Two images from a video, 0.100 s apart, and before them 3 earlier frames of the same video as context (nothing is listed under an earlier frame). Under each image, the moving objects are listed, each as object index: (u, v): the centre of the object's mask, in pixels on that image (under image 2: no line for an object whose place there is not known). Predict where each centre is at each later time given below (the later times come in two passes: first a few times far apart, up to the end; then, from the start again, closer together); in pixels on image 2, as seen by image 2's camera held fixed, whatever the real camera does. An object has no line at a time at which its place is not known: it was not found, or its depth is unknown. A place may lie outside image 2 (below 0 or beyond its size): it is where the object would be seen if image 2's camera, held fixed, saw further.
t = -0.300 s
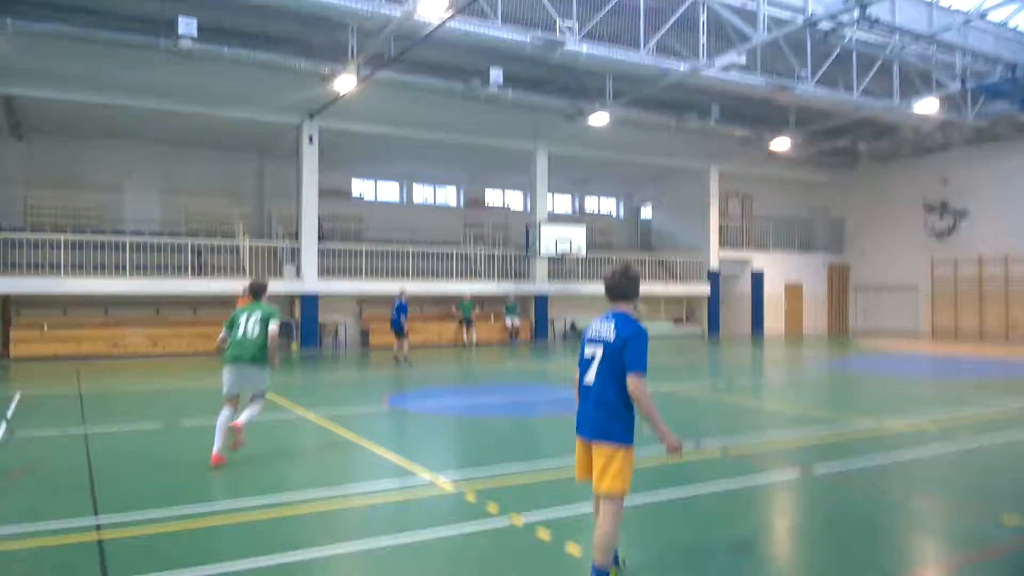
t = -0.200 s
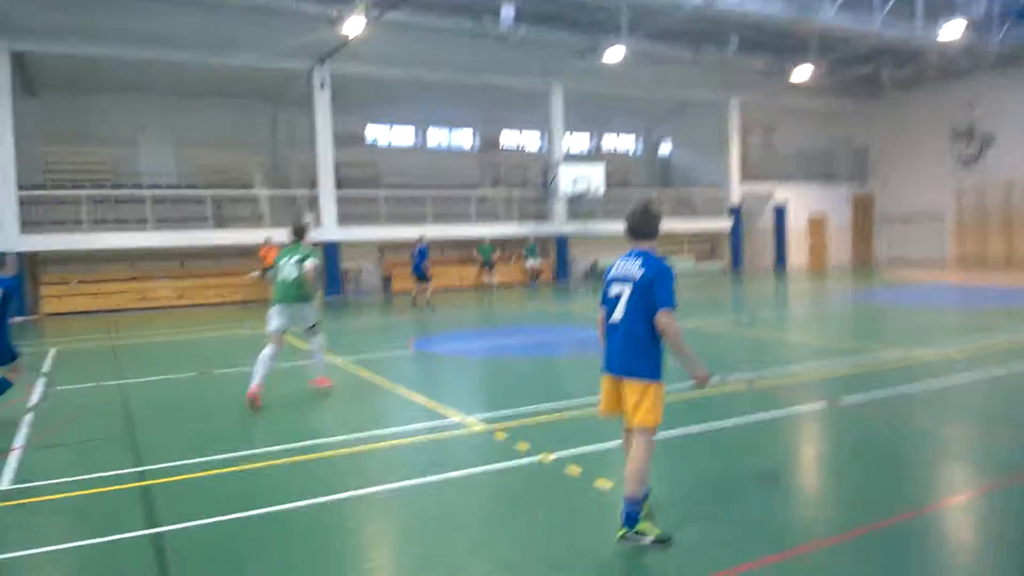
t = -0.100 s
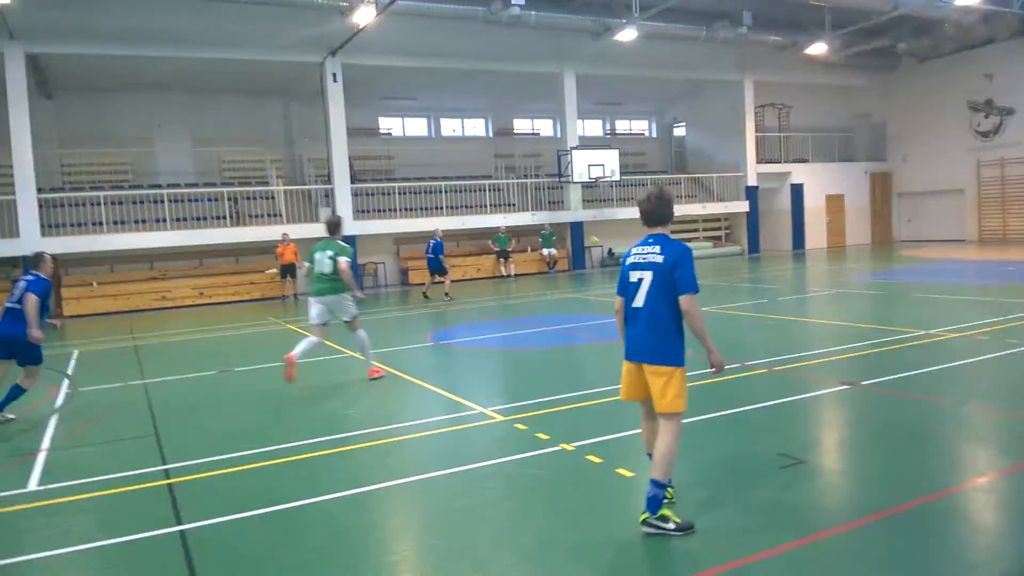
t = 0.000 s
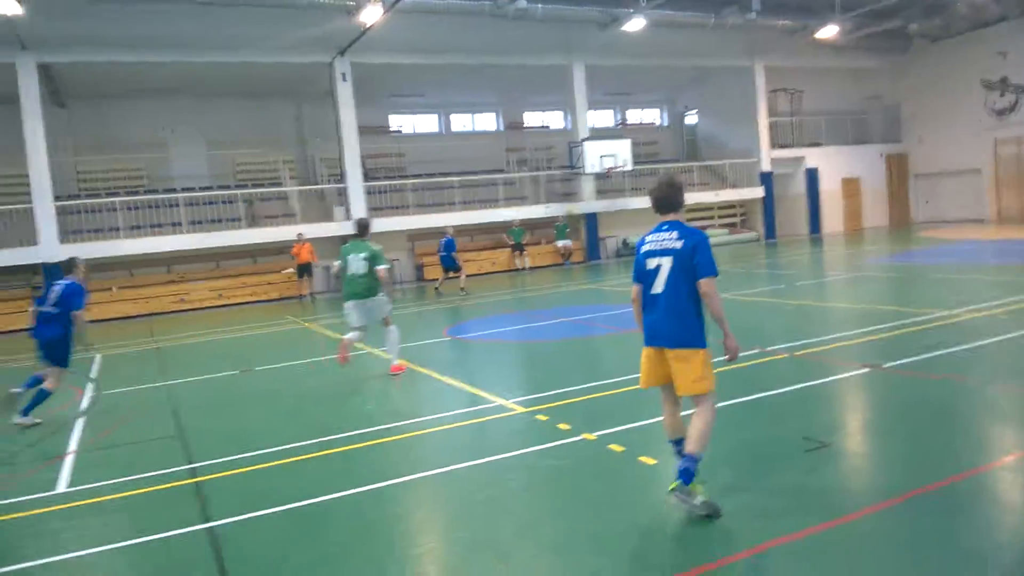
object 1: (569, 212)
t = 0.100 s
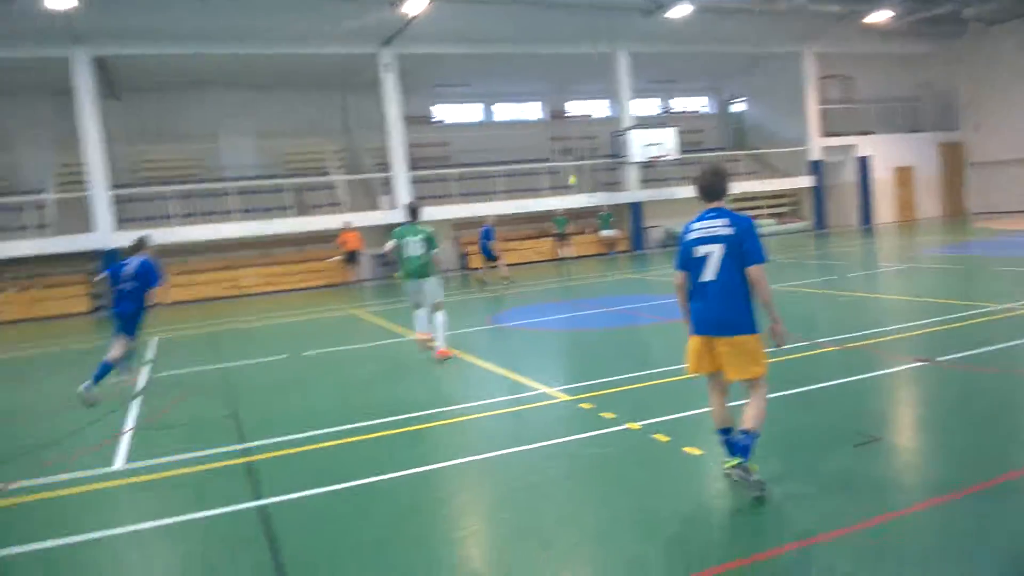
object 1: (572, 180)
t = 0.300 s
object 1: (485, 149)
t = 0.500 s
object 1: (387, 127)
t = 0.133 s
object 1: (558, 175)
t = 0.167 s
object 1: (543, 169)
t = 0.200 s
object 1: (530, 163)
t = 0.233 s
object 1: (516, 158)
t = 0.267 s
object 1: (502, 153)
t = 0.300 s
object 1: (485, 149)
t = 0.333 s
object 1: (472, 144)
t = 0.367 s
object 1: (456, 140)
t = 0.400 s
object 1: (438, 137)
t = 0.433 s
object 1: (423, 132)
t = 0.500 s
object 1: (387, 127)
